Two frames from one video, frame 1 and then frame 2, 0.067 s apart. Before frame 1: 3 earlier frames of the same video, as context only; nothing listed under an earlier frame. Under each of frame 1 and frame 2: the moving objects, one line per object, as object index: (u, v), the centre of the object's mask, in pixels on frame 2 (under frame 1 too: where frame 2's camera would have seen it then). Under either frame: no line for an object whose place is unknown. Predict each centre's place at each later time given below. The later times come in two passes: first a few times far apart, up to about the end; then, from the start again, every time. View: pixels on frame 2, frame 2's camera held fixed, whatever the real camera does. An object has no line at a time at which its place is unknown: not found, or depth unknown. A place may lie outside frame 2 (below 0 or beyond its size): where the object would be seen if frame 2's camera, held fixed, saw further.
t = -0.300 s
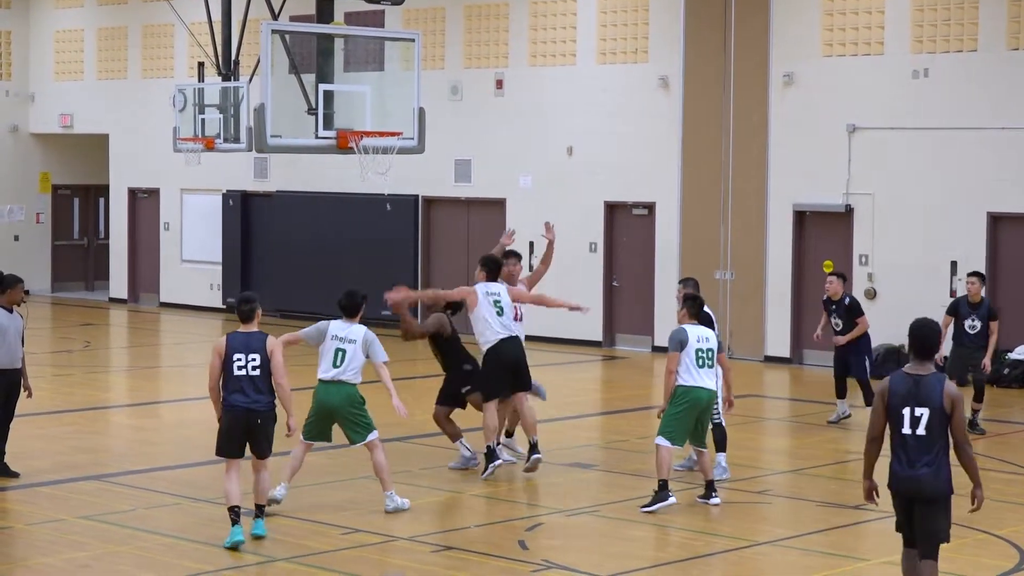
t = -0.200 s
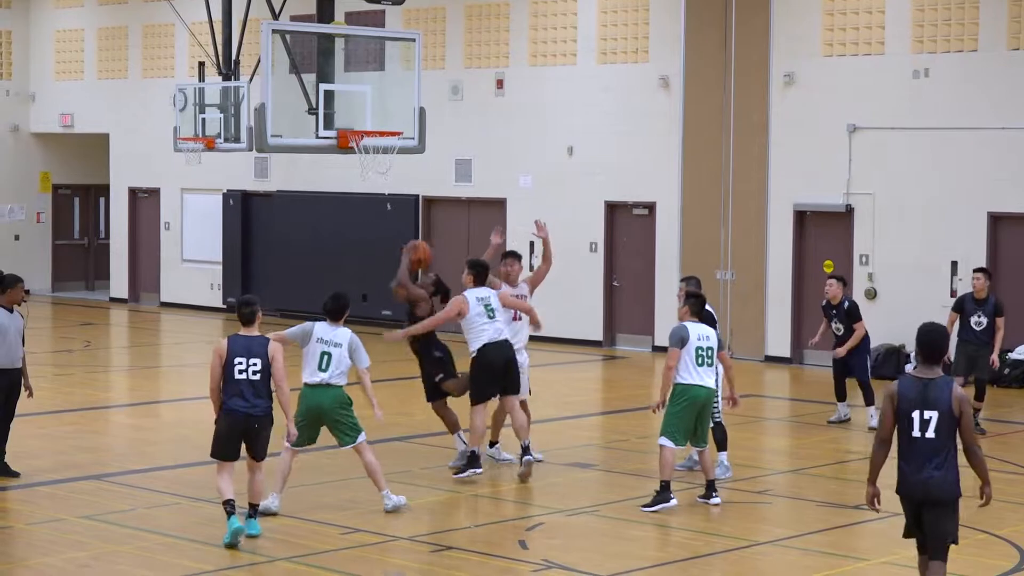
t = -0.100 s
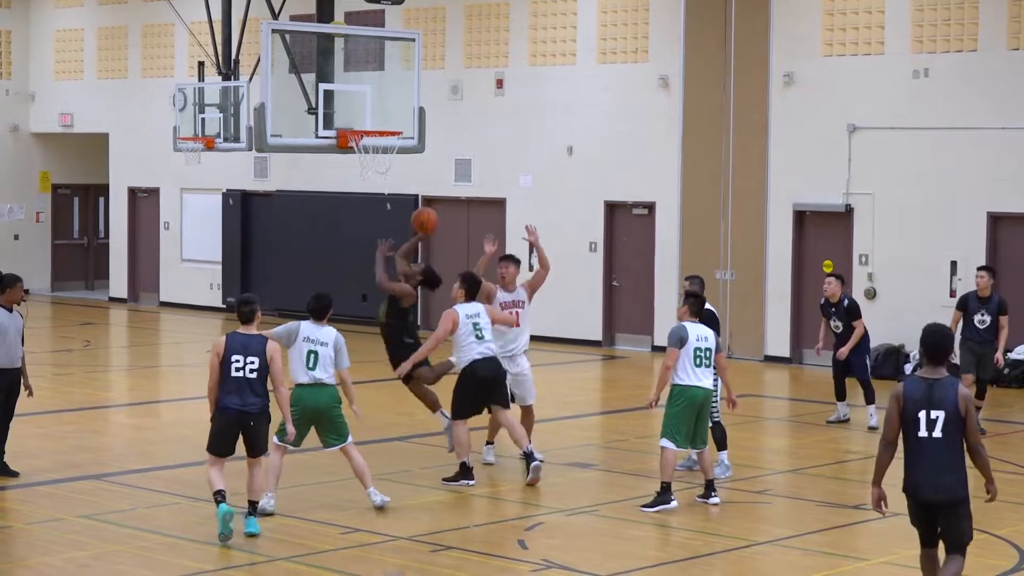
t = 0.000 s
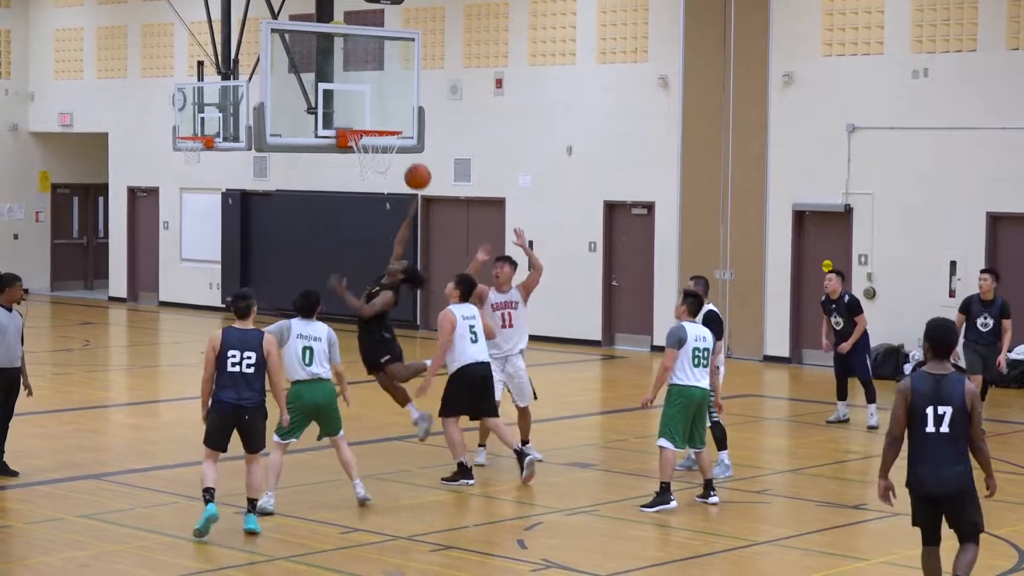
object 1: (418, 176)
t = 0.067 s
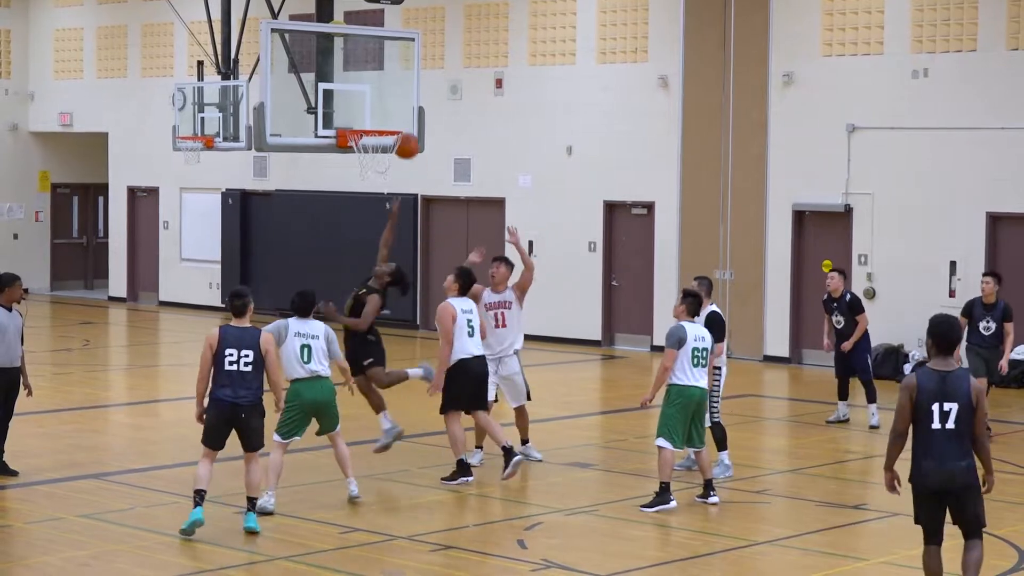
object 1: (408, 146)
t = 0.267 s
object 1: (372, 81)
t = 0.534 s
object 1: (332, 66)
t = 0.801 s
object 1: (300, 136)
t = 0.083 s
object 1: (407, 139)
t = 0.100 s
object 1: (403, 130)
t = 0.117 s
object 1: (398, 123)
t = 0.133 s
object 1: (395, 119)
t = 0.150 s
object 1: (392, 113)
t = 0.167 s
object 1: (389, 108)
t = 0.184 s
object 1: (386, 102)
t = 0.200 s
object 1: (383, 98)
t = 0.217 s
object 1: (380, 93)
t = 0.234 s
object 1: (378, 89)
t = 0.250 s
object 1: (375, 85)
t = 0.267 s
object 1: (372, 81)
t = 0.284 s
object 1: (369, 78)
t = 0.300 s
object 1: (366, 75)
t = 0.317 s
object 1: (363, 72)
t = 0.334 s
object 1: (361, 69)
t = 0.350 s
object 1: (357, 67)
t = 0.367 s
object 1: (354, 65)
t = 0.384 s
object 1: (352, 63)
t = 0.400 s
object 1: (348, 62)
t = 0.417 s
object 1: (346, 61)
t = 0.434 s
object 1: (344, 60)
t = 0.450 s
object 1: (342, 60)
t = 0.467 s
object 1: (341, 60)
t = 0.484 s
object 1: (339, 61)
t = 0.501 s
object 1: (336, 63)
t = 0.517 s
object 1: (334, 64)
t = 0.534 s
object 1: (332, 66)
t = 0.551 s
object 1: (330, 68)
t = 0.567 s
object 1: (329, 70)
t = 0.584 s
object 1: (327, 73)
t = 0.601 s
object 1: (325, 76)
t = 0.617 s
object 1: (322, 79)
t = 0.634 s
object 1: (320, 83)
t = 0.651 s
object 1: (319, 87)
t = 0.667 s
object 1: (317, 91)
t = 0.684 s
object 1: (315, 96)
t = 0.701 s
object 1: (312, 101)
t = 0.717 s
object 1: (310, 106)
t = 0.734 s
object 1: (308, 112)
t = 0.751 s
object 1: (306, 117)
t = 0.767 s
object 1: (304, 124)
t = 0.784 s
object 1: (302, 130)
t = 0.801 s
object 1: (300, 136)
